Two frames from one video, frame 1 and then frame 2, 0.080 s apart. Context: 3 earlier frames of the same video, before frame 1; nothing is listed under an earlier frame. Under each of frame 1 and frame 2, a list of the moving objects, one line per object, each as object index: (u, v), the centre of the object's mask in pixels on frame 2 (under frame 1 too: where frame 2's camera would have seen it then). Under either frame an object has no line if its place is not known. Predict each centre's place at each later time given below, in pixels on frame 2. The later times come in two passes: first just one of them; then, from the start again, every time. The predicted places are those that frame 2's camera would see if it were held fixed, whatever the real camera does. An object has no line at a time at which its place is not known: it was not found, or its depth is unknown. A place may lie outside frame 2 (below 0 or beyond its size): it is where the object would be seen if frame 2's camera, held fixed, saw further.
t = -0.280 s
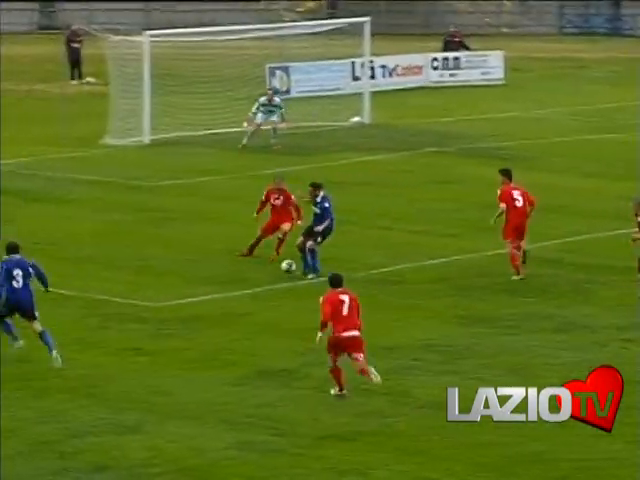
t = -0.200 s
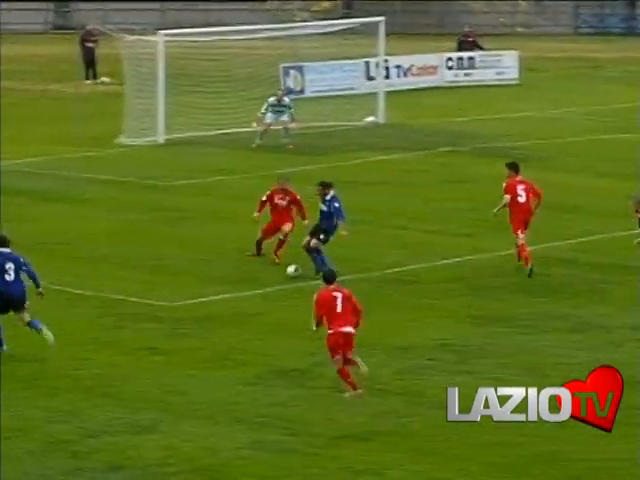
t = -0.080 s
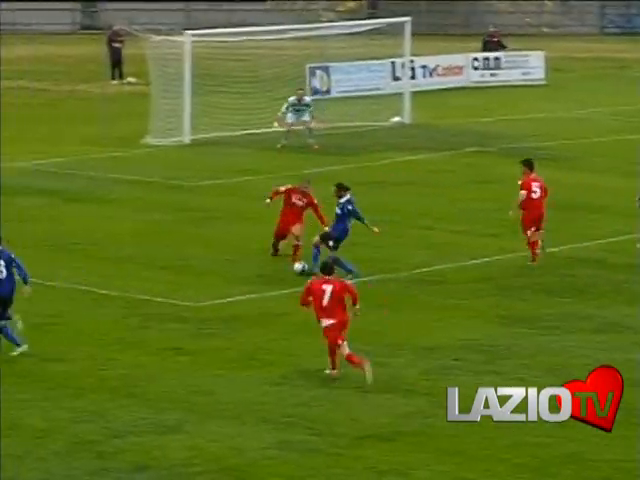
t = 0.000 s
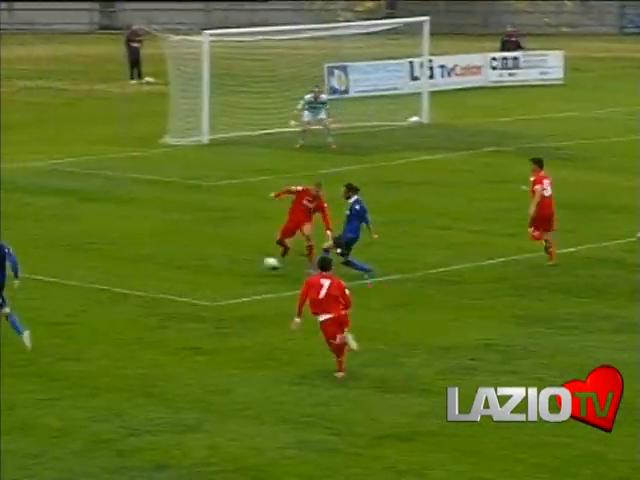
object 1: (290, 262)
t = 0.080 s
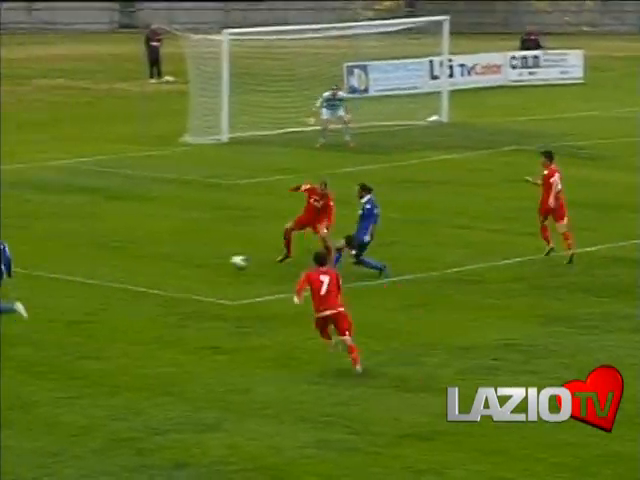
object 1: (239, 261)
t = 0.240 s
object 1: (138, 267)
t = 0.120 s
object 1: (214, 262)
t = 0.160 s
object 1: (188, 264)
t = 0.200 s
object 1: (163, 267)
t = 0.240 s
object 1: (138, 267)
